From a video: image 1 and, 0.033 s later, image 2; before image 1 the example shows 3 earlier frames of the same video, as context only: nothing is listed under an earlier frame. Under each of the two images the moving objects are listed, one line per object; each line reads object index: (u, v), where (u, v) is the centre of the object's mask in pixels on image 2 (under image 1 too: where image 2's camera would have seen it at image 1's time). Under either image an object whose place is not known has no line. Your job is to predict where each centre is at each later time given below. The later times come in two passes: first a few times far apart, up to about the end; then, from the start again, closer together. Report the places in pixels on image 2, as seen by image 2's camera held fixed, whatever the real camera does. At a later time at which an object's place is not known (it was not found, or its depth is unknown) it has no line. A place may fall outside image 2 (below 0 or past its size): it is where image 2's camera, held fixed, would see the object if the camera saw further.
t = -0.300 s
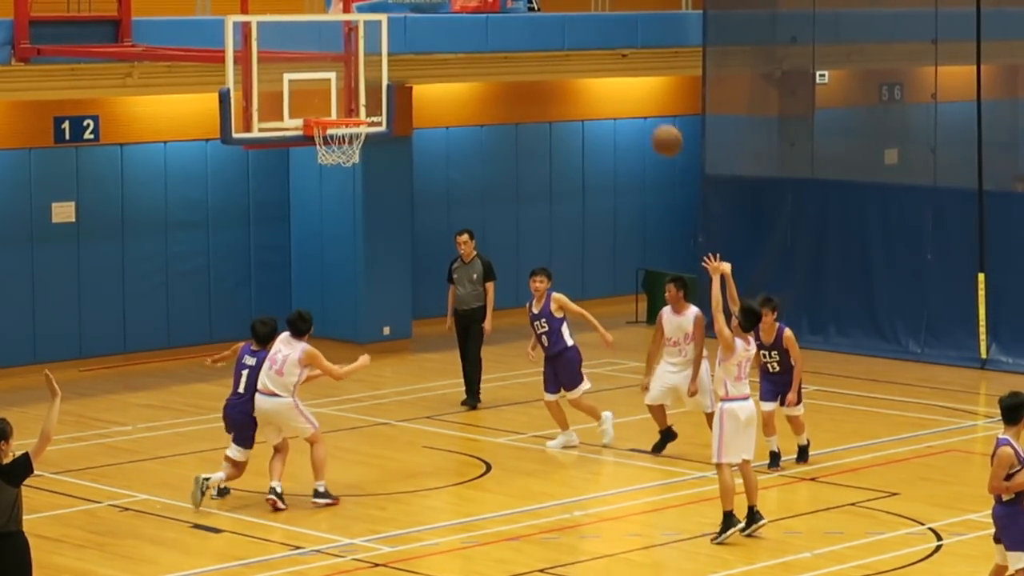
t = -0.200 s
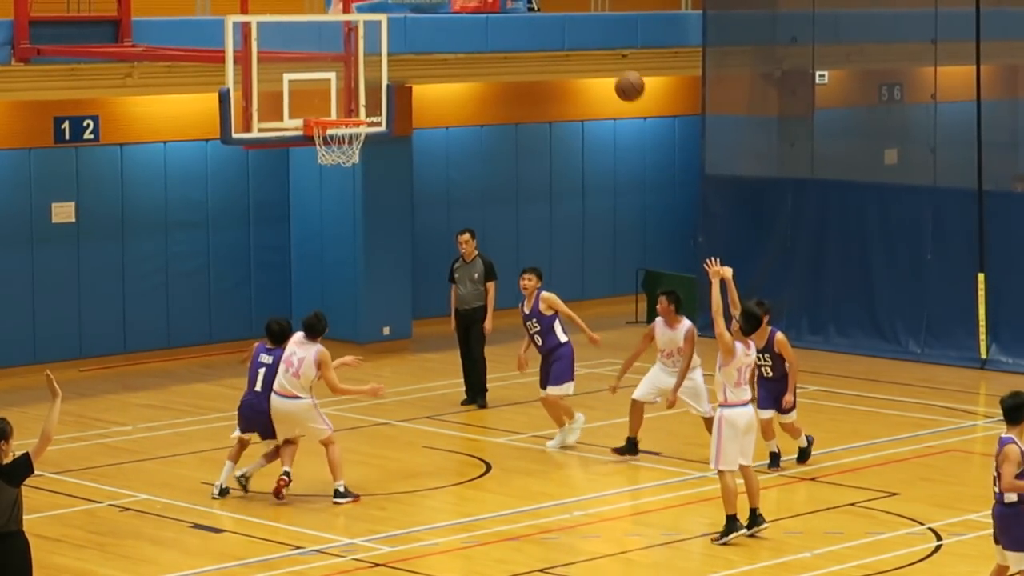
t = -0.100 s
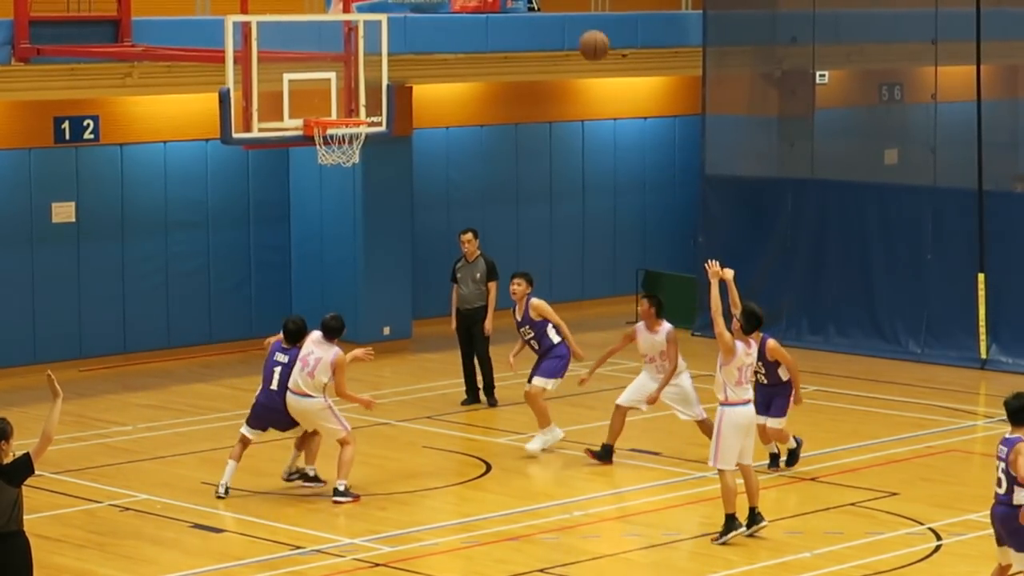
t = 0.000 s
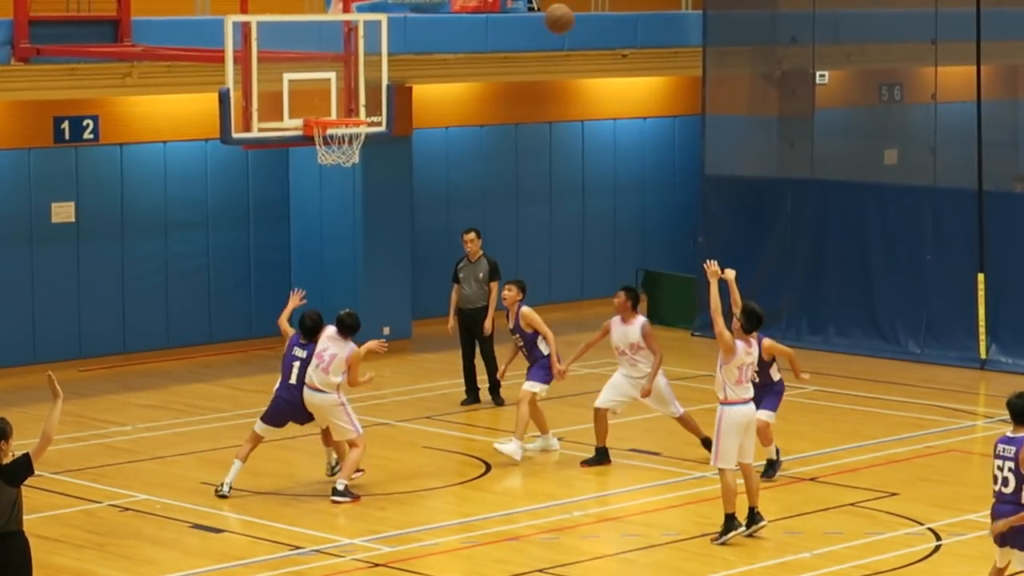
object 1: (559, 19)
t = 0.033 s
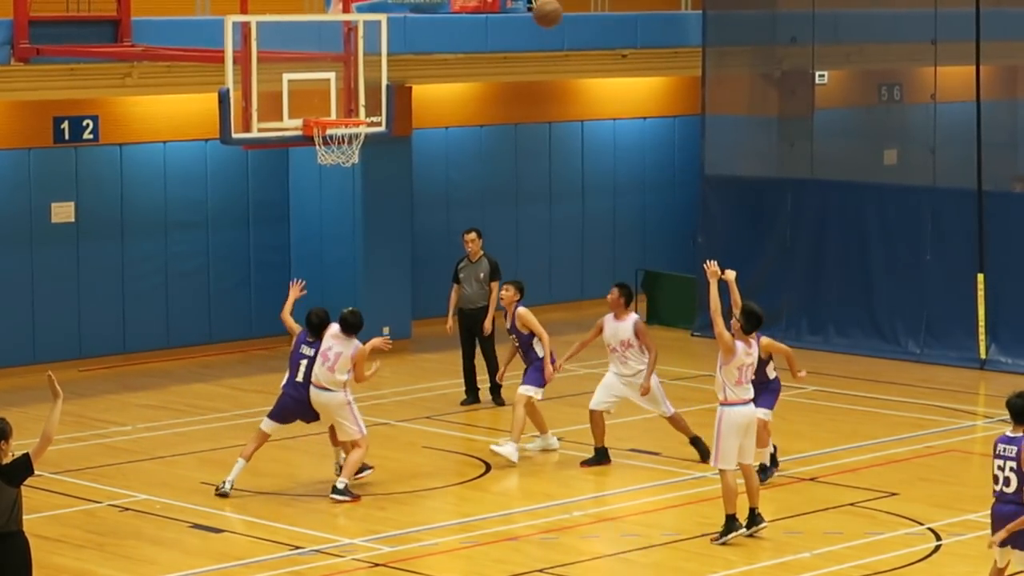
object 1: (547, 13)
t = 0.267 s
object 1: (469, 10)
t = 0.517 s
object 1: (393, 73)
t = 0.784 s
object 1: (399, 85)
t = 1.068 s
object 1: (451, 120)
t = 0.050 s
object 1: (542, 12)
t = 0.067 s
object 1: (536, 10)
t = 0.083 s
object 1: (530, 9)
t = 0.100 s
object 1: (525, 8)
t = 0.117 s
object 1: (518, 8)
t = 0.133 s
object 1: (514, 7)
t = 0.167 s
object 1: (502, 7)
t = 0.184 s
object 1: (498, 7)
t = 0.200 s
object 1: (491, 7)
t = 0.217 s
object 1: (486, 8)
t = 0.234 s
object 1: (481, 8)
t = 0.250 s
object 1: (475, 9)
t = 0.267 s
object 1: (469, 10)
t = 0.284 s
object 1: (464, 11)
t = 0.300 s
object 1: (459, 12)
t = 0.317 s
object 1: (454, 15)
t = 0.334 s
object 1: (449, 18)
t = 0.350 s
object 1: (443, 22)
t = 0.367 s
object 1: (438, 25)
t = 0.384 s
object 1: (433, 29)
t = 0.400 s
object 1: (428, 34)
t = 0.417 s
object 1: (423, 38)
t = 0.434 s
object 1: (418, 43)
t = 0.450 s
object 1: (412, 49)
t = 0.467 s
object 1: (408, 54)
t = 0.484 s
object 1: (402, 60)
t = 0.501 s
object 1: (397, 67)
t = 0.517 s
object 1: (393, 73)
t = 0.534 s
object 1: (387, 80)
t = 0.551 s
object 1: (383, 86)
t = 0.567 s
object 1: (378, 94)
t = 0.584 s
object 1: (373, 102)
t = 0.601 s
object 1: (368, 110)
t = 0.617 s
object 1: (368, 110)
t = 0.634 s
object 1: (371, 107)
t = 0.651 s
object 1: (374, 103)
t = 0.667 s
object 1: (378, 101)
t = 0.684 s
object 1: (380, 97)
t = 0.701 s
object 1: (382, 95)
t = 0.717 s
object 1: (387, 92)
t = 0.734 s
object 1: (389, 90)
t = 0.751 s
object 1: (392, 89)
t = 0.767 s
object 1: (396, 88)
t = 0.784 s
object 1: (399, 85)
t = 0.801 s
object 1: (403, 85)
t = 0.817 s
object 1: (406, 86)
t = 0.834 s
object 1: (408, 86)
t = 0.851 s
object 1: (412, 87)
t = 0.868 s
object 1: (414, 87)
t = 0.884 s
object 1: (418, 88)
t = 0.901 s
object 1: (421, 90)
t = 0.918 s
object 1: (423, 91)
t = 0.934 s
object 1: (427, 93)
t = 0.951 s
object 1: (430, 96)
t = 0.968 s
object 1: (433, 98)
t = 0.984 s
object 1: (436, 101)
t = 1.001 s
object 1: (439, 105)
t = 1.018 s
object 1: (443, 108)
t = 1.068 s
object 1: (451, 120)
